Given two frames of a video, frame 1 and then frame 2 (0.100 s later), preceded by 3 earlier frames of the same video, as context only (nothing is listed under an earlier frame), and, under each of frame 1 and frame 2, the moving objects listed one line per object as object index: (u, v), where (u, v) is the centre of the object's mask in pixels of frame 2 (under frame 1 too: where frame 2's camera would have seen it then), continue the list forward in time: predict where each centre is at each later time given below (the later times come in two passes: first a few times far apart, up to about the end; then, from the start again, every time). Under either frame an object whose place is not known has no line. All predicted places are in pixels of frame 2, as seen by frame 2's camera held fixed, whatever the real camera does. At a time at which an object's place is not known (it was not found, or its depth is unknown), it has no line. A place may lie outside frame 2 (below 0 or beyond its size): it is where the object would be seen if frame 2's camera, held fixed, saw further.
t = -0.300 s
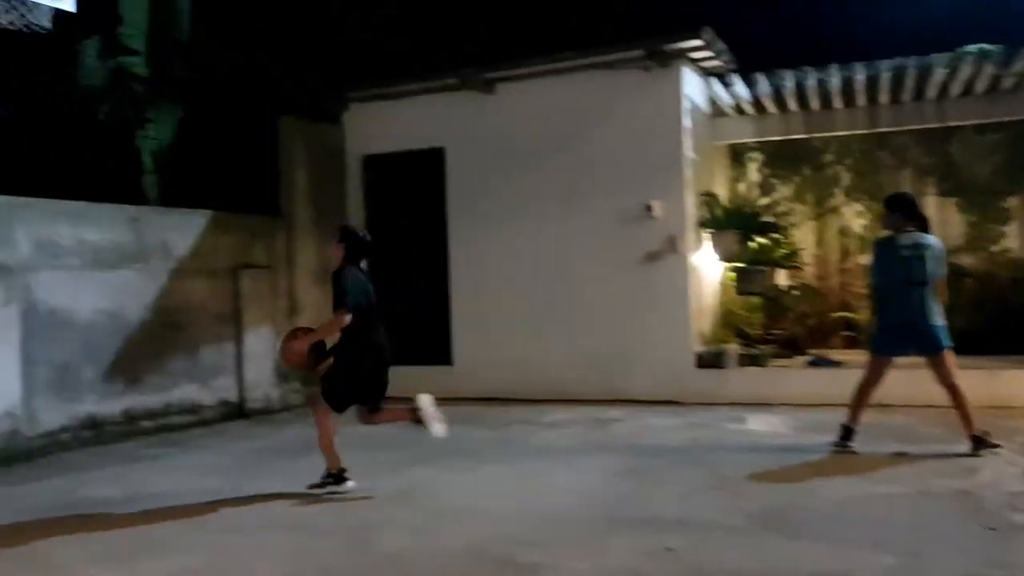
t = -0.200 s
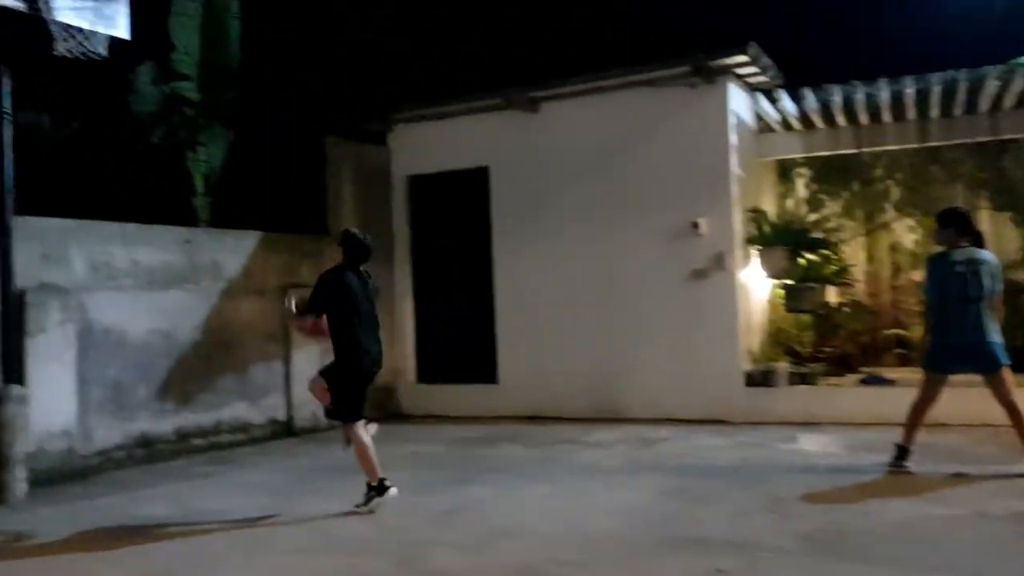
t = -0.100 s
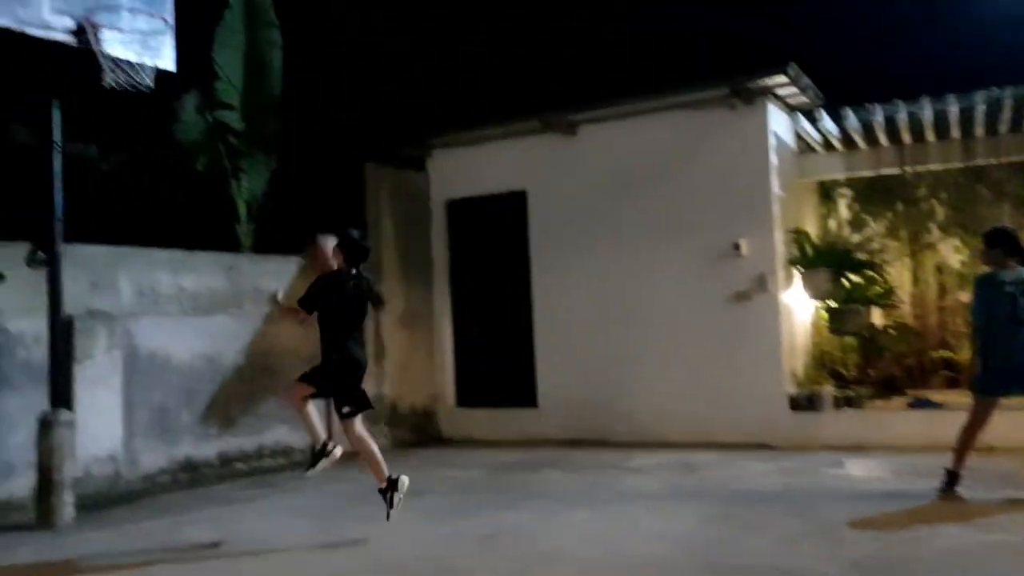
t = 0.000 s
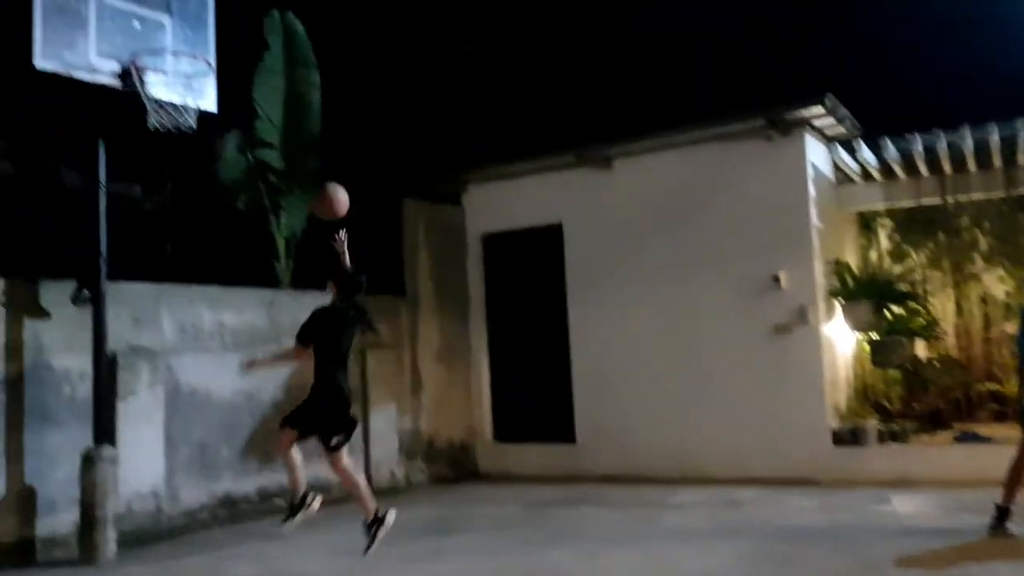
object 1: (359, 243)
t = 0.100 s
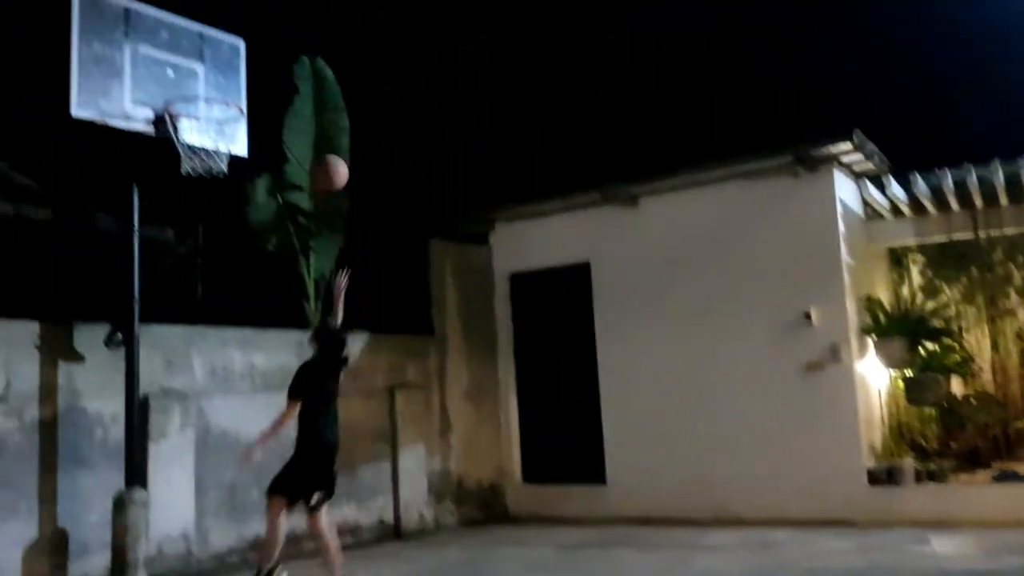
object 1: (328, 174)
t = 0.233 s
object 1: (294, 109)
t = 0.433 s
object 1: (239, 55)
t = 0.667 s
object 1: (193, 57)
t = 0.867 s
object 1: (191, 93)
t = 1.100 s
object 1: (238, 187)
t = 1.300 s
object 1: (276, 310)
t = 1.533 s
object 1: (315, 532)
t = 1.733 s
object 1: (340, 448)
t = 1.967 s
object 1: (357, 339)
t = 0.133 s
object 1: (320, 154)
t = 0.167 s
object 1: (310, 136)
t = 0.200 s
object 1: (301, 121)
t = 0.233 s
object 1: (294, 109)
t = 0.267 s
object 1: (283, 95)
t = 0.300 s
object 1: (274, 84)
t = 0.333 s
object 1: (265, 74)
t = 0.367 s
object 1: (257, 66)
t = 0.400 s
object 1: (248, 60)
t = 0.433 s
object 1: (239, 55)
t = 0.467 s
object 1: (231, 52)
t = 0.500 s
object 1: (222, 51)
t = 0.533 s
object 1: (214, 51)
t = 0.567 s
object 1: (205, 53)
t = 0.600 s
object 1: (198, 56)
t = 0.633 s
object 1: (194, 57)
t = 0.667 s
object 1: (193, 57)
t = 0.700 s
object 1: (193, 58)
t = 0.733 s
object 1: (192, 62)
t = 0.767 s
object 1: (192, 67)
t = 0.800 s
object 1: (192, 74)
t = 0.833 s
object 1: (192, 82)
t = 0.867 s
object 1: (191, 93)
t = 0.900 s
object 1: (193, 105)
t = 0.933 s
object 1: (202, 117)
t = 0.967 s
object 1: (210, 131)
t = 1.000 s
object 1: (217, 149)
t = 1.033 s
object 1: (224, 161)
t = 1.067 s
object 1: (232, 175)
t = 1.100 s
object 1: (238, 187)
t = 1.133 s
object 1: (245, 206)
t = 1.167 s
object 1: (252, 225)
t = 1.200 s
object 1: (258, 244)
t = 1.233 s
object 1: (264, 265)
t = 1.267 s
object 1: (270, 288)
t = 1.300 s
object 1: (276, 310)
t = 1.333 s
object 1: (281, 336)
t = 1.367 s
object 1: (283, 370)
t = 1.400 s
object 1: (291, 397)
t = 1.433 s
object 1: (303, 433)
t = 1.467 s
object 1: (308, 465)
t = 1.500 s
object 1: (314, 498)
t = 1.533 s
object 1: (315, 532)
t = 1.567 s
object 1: (326, 556)
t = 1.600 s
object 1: (332, 548)
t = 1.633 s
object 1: (327, 525)
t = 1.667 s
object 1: (339, 493)
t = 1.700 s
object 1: (337, 465)
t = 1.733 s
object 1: (340, 448)
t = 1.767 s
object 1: (342, 424)
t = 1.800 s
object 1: (343, 405)
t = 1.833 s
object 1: (346, 391)
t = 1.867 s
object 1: (347, 378)
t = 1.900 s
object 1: (350, 361)
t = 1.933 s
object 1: (354, 347)
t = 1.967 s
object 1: (357, 339)
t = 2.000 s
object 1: (359, 330)
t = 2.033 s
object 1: (361, 323)
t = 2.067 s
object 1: (363, 317)
